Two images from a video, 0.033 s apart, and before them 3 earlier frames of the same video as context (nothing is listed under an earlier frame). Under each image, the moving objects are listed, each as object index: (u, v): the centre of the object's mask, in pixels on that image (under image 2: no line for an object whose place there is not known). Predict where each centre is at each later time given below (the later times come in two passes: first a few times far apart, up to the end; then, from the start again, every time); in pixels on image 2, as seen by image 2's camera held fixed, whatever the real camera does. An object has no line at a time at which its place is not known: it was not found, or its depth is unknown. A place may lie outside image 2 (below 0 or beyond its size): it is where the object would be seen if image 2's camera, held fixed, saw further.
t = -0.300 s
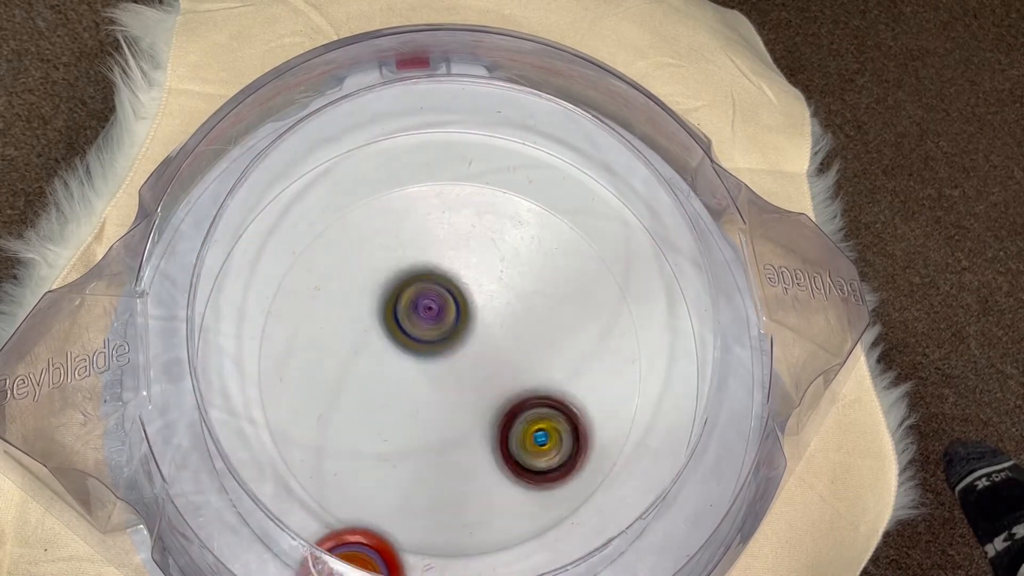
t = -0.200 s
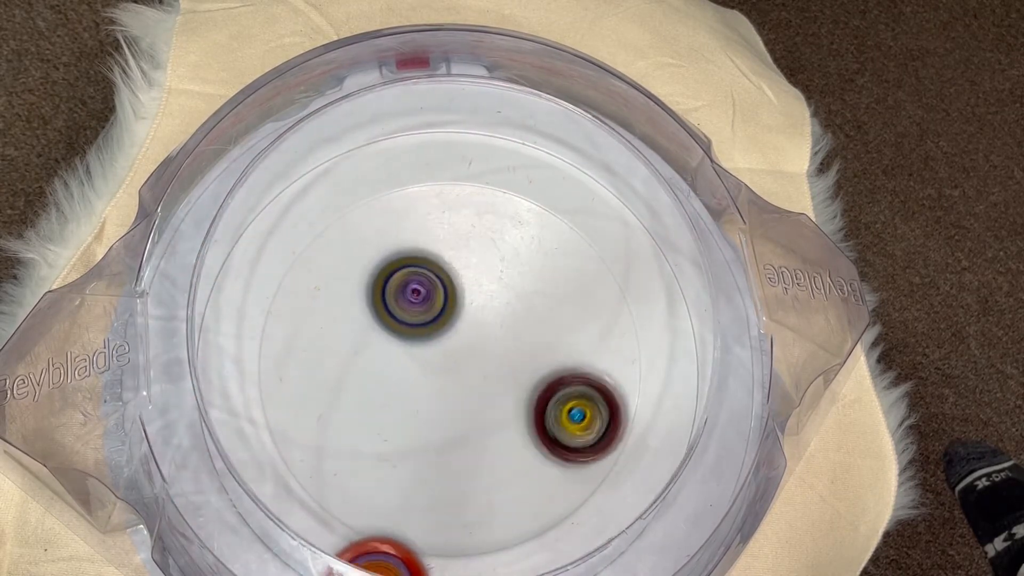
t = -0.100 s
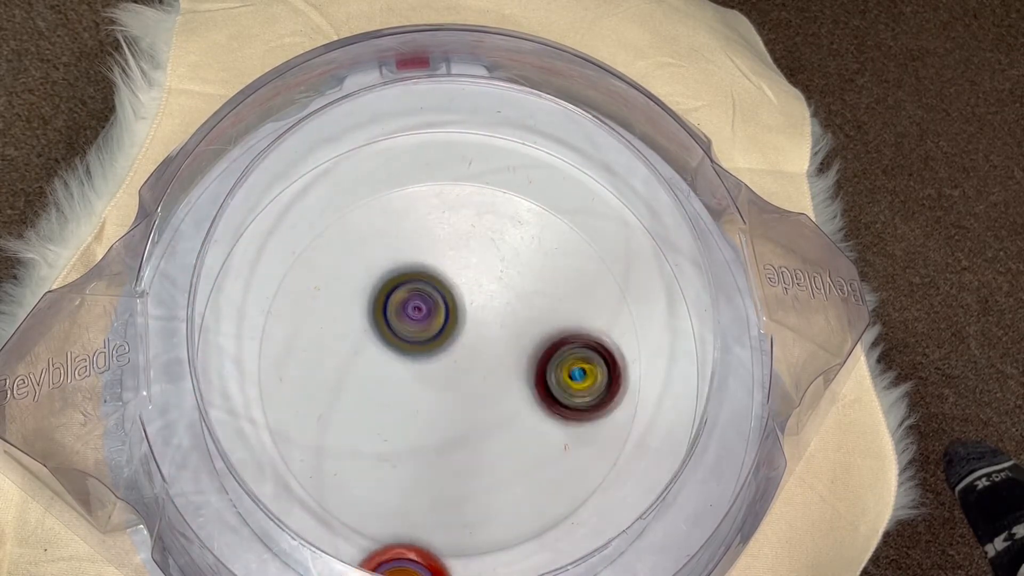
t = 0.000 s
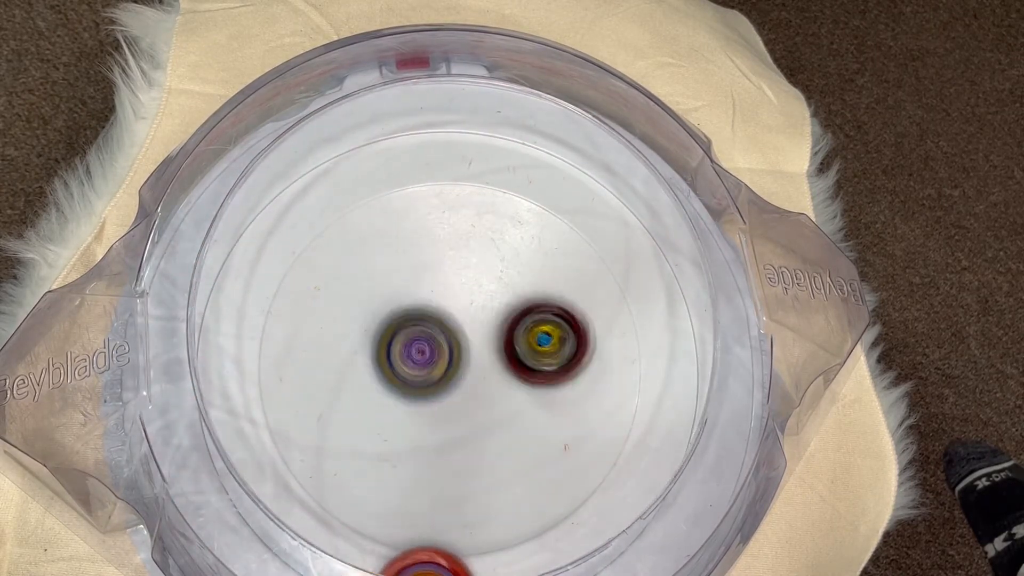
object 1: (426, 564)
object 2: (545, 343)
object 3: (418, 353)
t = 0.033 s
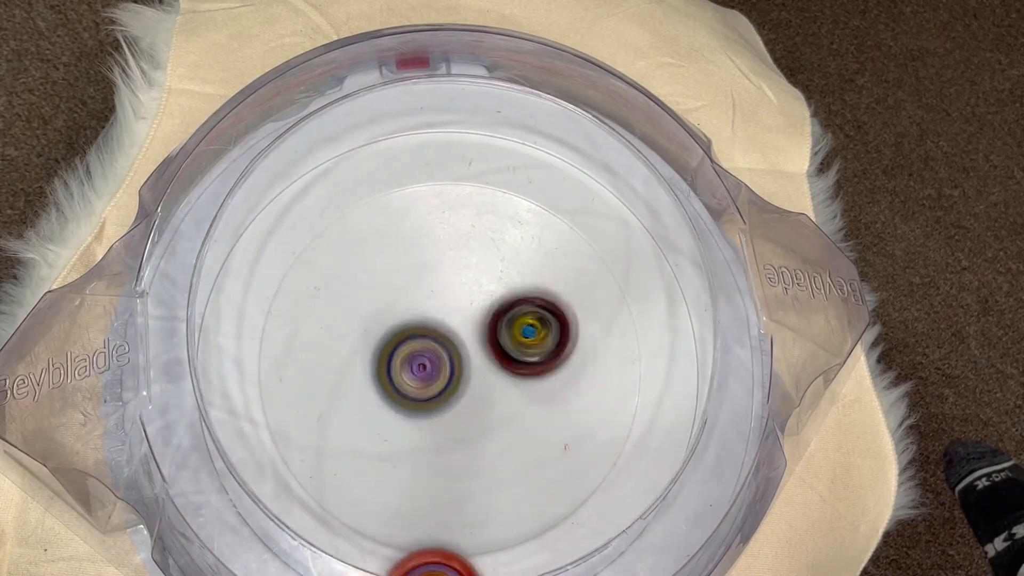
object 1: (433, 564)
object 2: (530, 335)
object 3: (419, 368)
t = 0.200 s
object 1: (474, 564)
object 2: (451, 311)
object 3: (432, 411)
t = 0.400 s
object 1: (510, 559)
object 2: (369, 320)
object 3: (479, 414)
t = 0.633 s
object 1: (553, 550)
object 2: (378, 385)
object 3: (490, 335)
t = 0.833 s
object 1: (563, 539)
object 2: (371, 448)
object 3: (507, 301)
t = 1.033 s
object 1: (544, 517)
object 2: (404, 471)
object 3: (443, 324)
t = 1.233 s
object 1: (563, 504)
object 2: (331, 438)
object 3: (479, 264)
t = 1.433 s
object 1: (515, 457)
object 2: (301, 375)
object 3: (487, 246)
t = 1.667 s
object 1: (471, 373)
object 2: (321, 315)
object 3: (440, 285)
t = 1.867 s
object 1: (504, 419)
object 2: (348, 298)
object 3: (420, 183)
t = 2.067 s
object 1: (499, 388)
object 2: (386, 321)
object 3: (393, 219)
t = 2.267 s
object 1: (533, 411)
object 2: (392, 388)
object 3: (392, 254)
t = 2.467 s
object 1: (524, 370)
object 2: (393, 458)
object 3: (419, 336)
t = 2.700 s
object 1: (579, 326)
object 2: (374, 508)
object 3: (407, 373)
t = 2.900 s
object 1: (563, 288)
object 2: (395, 464)
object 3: (462, 372)
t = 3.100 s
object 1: (525, 225)
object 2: (395, 408)
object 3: (500, 389)
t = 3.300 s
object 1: (477, 208)
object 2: (411, 359)
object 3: (518, 414)
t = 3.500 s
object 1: (426, 237)
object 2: (422, 337)
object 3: (502, 428)
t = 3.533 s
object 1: (418, 242)
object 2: (425, 343)
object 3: (497, 428)
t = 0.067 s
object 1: (441, 564)
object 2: (513, 328)
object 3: (422, 379)
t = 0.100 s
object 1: (449, 564)
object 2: (498, 322)
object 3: (424, 390)
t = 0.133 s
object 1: (458, 564)
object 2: (483, 317)
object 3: (426, 399)
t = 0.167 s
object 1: (466, 564)
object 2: (468, 313)
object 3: (429, 406)
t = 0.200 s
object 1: (474, 564)
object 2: (451, 311)
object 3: (432, 411)
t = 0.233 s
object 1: (481, 564)
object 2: (435, 313)
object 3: (436, 414)
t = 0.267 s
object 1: (488, 563)
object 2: (421, 316)
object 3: (443, 411)
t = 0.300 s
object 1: (493, 563)
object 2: (407, 315)
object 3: (451, 415)
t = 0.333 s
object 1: (498, 562)
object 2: (396, 315)
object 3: (458, 418)
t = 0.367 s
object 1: (504, 561)
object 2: (382, 317)
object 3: (468, 418)
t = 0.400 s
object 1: (510, 559)
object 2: (369, 320)
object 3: (479, 414)
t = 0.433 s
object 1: (517, 558)
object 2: (359, 327)
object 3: (490, 406)
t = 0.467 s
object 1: (524, 556)
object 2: (349, 335)
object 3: (499, 394)
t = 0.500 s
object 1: (529, 553)
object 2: (346, 346)
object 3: (503, 378)
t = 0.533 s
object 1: (538, 553)
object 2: (347, 358)
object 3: (503, 362)
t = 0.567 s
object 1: (544, 552)
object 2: (353, 370)
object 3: (501, 350)
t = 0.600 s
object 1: (548, 551)
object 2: (365, 378)
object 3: (496, 341)
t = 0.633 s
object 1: (553, 550)
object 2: (378, 385)
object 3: (490, 335)
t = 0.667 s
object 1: (556, 548)
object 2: (393, 390)
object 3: (479, 333)
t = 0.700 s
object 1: (558, 547)
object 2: (397, 396)
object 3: (476, 326)
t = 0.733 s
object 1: (560, 546)
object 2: (384, 411)
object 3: (490, 314)
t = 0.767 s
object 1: (561, 543)
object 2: (377, 425)
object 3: (501, 306)
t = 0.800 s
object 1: (561, 541)
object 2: (373, 436)
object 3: (507, 302)
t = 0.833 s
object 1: (563, 539)
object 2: (371, 448)
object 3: (507, 301)
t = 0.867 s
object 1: (563, 535)
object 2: (369, 457)
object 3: (502, 301)
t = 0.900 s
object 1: (563, 532)
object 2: (370, 467)
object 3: (494, 301)
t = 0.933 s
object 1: (561, 529)
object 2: (375, 474)
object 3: (482, 304)
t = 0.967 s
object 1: (559, 526)
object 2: (383, 478)
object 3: (468, 309)
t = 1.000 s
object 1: (553, 519)
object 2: (394, 476)
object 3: (455, 316)
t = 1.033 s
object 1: (544, 517)
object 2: (404, 471)
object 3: (443, 324)
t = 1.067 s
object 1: (528, 510)
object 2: (413, 462)
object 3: (434, 331)
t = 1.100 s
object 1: (511, 503)
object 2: (421, 451)
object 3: (428, 338)
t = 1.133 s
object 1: (528, 507)
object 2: (395, 436)
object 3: (431, 334)
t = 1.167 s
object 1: (547, 510)
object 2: (371, 440)
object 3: (448, 306)
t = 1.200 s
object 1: (558, 509)
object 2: (349, 444)
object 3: (465, 282)
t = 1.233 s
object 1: (563, 504)
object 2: (331, 438)
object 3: (479, 264)
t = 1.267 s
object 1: (561, 496)
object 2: (318, 427)
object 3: (489, 253)
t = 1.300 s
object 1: (556, 488)
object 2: (311, 418)
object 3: (494, 246)
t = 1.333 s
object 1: (548, 480)
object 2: (306, 408)
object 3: (497, 242)
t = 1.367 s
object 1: (538, 472)
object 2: (302, 397)
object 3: (496, 240)
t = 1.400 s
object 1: (526, 465)
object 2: (301, 385)
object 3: (493, 242)
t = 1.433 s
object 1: (515, 457)
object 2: (301, 375)
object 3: (487, 246)
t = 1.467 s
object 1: (503, 446)
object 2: (304, 364)
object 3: (480, 251)
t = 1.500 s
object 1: (491, 432)
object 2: (309, 353)
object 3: (470, 258)
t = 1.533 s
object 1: (481, 417)
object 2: (314, 343)
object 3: (460, 268)
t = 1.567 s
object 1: (472, 400)
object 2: (322, 333)
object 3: (450, 279)
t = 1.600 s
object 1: (467, 383)
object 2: (330, 325)
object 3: (441, 290)
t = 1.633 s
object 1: (468, 380)
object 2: (335, 318)
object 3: (433, 288)
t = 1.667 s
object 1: (471, 373)
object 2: (321, 315)
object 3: (440, 285)
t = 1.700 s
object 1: (480, 380)
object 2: (313, 308)
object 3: (443, 267)
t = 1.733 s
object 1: (494, 398)
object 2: (313, 303)
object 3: (439, 237)
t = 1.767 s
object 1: (505, 410)
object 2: (319, 300)
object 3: (434, 214)
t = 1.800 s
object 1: (509, 417)
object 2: (327, 299)
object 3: (430, 195)
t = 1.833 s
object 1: (508, 420)
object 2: (338, 298)
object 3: (426, 186)
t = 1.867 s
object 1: (504, 419)
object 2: (348, 298)
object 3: (420, 183)
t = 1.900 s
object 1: (497, 417)
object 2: (359, 300)
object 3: (416, 184)
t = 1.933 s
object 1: (489, 411)
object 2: (370, 302)
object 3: (410, 189)
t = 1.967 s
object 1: (480, 402)
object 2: (382, 306)
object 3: (405, 198)
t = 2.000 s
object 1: (473, 390)
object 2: (394, 311)
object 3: (398, 211)
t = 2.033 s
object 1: (480, 385)
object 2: (391, 318)
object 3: (395, 217)
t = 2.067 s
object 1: (499, 388)
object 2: (386, 321)
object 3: (393, 219)
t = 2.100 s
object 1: (512, 390)
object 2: (383, 325)
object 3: (389, 220)
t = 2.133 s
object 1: (521, 394)
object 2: (386, 337)
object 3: (387, 224)
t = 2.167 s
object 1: (527, 397)
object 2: (386, 352)
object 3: (387, 228)
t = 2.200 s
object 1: (531, 402)
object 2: (387, 364)
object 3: (388, 234)
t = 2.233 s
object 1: (533, 407)
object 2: (389, 376)
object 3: (388, 243)
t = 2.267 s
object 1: (533, 411)
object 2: (392, 388)
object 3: (392, 254)
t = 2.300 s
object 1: (529, 414)
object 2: (395, 400)
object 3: (397, 265)
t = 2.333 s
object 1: (520, 413)
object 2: (399, 412)
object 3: (401, 277)
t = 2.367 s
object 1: (510, 409)
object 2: (404, 422)
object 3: (409, 293)
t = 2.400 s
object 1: (501, 401)
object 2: (407, 432)
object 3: (418, 307)
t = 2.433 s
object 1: (506, 382)
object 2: (398, 447)
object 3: (426, 324)
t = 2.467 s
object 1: (524, 370)
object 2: (393, 458)
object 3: (419, 336)
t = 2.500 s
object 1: (543, 362)
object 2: (391, 468)
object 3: (405, 339)
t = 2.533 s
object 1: (556, 354)
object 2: (388, 477)
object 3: (394, 344)
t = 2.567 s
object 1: (564, 349)
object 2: (384, 486)
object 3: (389, 352)
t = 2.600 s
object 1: (570, 343)
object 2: (381, 494)
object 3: (390, 358)
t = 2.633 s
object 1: (574, 337)
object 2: (378, 501)
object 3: (392, 366)
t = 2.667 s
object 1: (578, 331)
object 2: (375, 506)
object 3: (398, 372)
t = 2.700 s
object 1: (579, 326)
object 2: (374, 508)
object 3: (407, 373)
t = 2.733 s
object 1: (579, 320)
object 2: (374, 506)
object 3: (416, 374)
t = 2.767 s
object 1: (578, 314)
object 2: (376, 501)
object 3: (425, 373)
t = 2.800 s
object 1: (576, 307)
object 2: (381, 494)
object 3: (436, 372)
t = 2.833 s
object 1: (573, 301)
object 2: (386, 484)
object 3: (446, 370)
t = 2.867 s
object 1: (569, 294)
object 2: (390, 474)
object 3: (454, 370)
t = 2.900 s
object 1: (563, 288)
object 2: (395, 464)
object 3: (462, 372)
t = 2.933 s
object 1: (557, 281)
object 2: (400, 453)
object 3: (466, 372)
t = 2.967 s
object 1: (550, 277)
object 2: (404, 444)
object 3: (471, 371)
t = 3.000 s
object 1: (541, 273)
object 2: (400, 437)
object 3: (485, 361)
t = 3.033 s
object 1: (533, 267)
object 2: (400, 428)
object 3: (494, 354)
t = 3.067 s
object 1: (531, 242)
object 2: (401, 418)
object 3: (492, 369)
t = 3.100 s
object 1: (525, 225)
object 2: (395, 408)
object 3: (500, 389)
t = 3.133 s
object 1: (518, 214)
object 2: (394, 396)
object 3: (510, 400)
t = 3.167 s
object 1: (510, 209)
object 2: (396, 388)
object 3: (516, 408)
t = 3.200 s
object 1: (503, 208)
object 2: (398, 382)
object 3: (519, 413)
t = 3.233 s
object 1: (495, 206)
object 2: (401, 374)
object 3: (521, 416)
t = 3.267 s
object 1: (486, 206)
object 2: (405, 366)
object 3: (520, 417)
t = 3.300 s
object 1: (477, 208)
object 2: (411, 359)
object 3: (518, 414)
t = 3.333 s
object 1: (467, 210)
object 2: (416, 354)
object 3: (511, 412)
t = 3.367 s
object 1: (458, 215)
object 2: (423, 348)
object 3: (505, 404)
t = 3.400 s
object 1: (449, 221)
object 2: (425, 339)
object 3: (502, 409)
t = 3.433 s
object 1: (441, 229)
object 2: (423, 326)
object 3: (505, 415)
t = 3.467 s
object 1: (434, 236)
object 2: (421, 325)
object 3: (506, 423)
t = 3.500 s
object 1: (426, 237)
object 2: (422, 337)
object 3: (502, 428)
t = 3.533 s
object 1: (418, 242)
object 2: (425, 343)
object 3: (497, 428)
